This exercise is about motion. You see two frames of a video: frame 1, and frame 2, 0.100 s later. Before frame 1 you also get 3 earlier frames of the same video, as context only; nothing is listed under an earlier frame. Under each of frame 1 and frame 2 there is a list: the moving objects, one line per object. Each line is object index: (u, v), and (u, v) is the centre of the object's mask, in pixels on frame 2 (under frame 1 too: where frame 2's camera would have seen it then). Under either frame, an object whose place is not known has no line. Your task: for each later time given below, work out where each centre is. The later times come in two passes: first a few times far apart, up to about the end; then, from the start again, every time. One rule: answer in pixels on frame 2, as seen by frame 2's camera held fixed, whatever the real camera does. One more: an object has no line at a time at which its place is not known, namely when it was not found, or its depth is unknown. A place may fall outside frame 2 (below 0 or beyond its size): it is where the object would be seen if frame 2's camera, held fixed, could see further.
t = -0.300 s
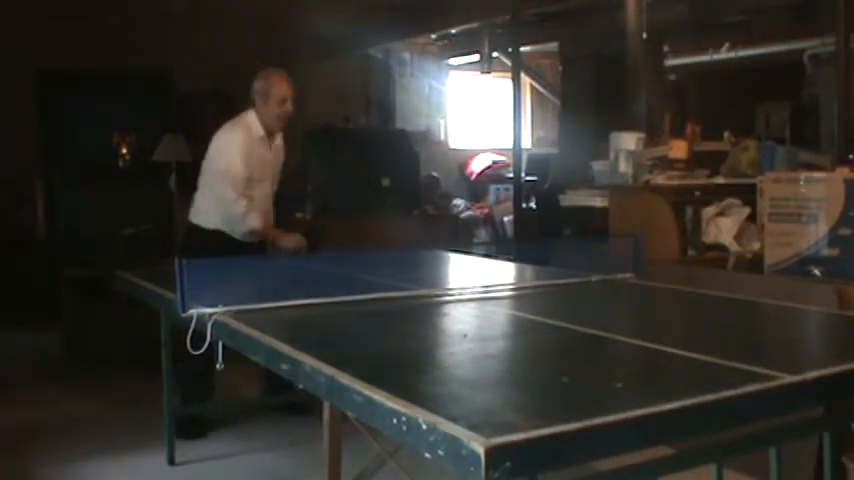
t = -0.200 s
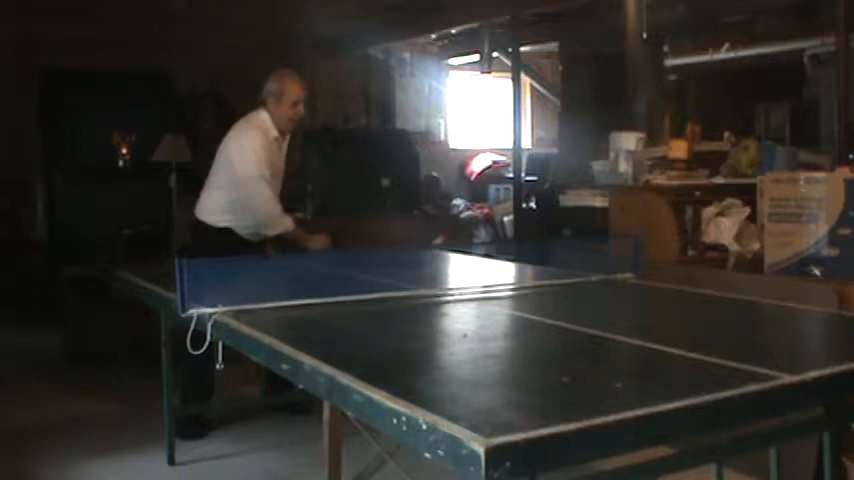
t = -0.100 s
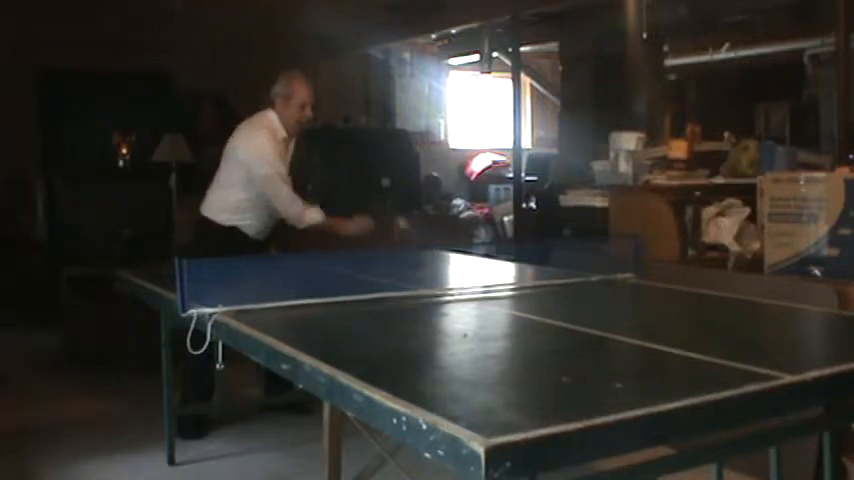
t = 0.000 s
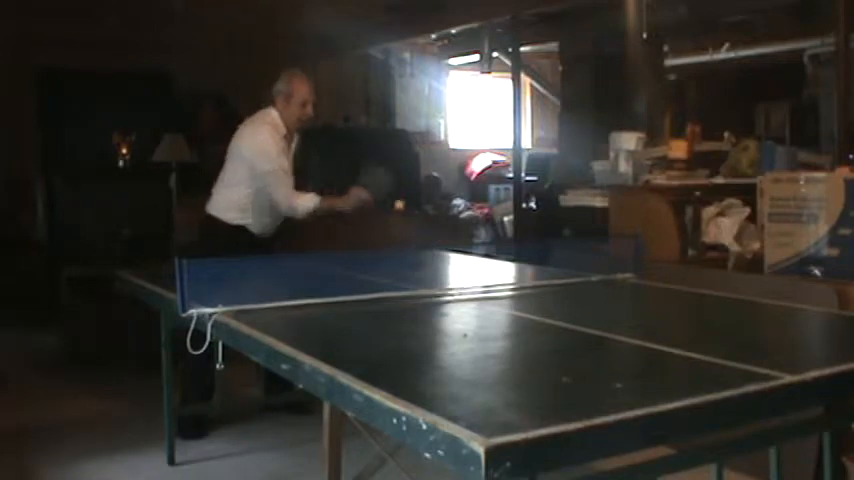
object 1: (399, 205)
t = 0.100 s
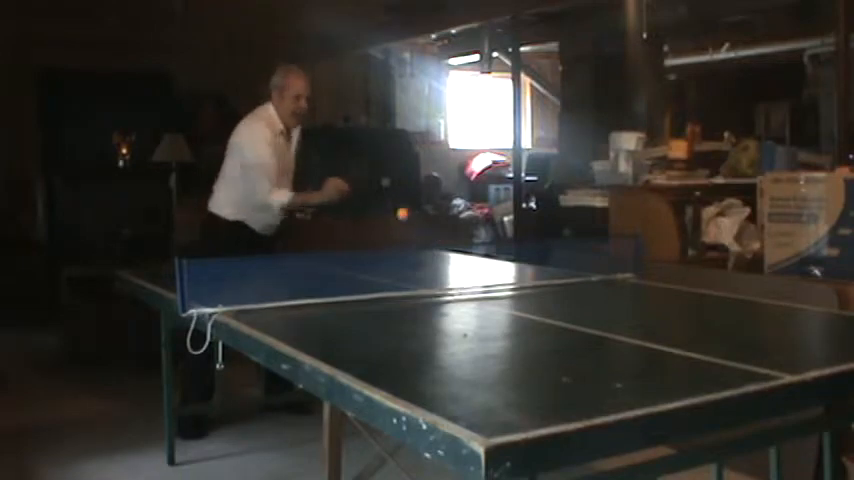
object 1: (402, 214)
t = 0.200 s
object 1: (403, 252)
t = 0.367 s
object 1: (396, 306)
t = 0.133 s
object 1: (403, 226)
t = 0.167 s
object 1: (403, 241)
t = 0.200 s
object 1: (403, 252)
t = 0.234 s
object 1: (402, 268)
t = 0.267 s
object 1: (401, 288)
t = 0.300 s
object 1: (399, 316)
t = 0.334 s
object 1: (398, 317)
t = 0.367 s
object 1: (396, 306)
